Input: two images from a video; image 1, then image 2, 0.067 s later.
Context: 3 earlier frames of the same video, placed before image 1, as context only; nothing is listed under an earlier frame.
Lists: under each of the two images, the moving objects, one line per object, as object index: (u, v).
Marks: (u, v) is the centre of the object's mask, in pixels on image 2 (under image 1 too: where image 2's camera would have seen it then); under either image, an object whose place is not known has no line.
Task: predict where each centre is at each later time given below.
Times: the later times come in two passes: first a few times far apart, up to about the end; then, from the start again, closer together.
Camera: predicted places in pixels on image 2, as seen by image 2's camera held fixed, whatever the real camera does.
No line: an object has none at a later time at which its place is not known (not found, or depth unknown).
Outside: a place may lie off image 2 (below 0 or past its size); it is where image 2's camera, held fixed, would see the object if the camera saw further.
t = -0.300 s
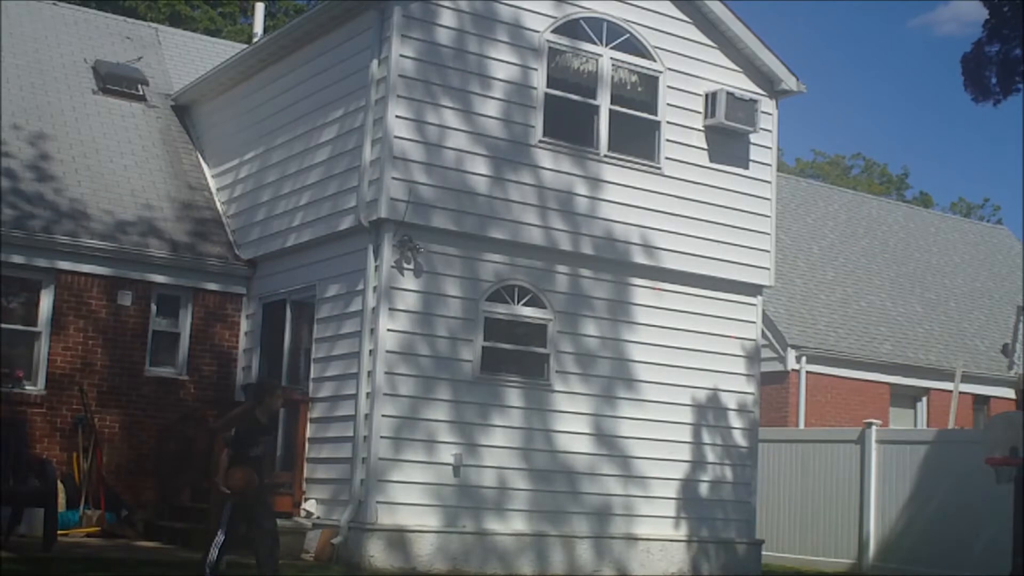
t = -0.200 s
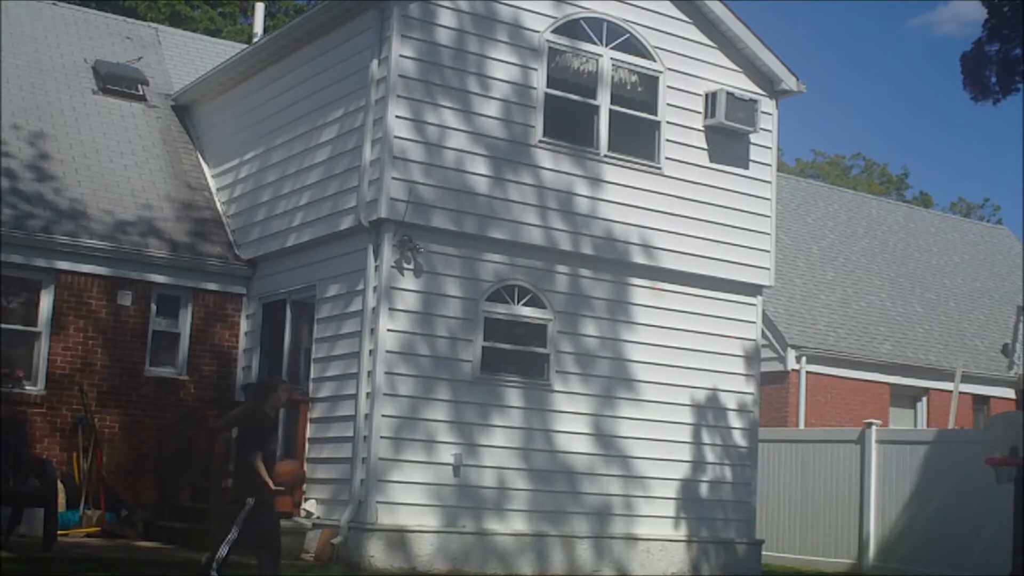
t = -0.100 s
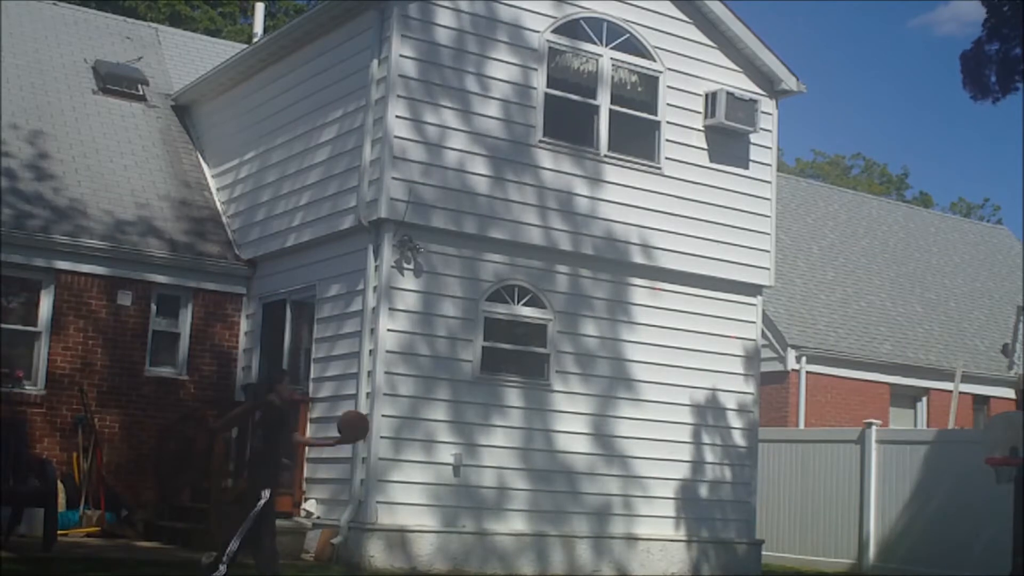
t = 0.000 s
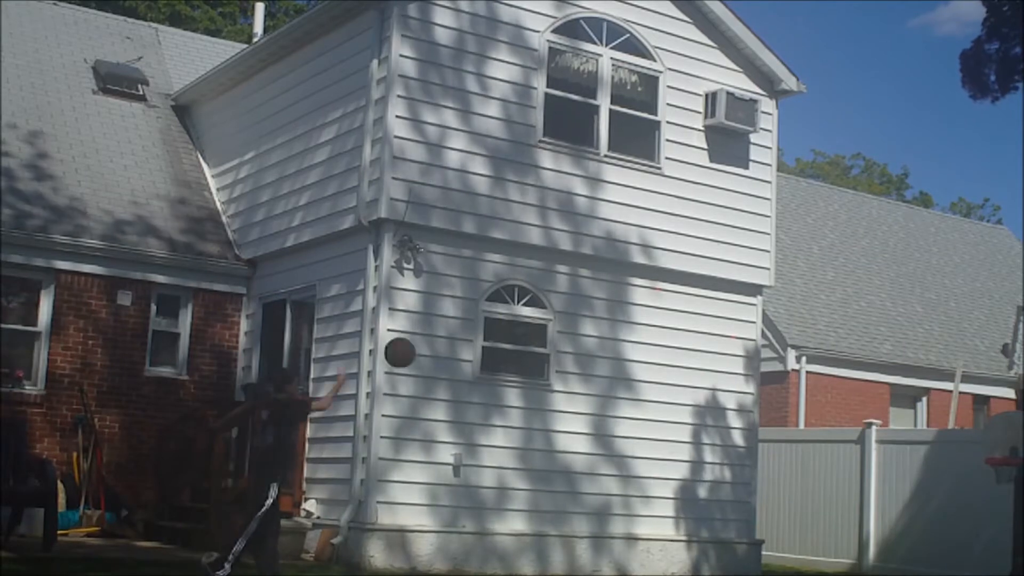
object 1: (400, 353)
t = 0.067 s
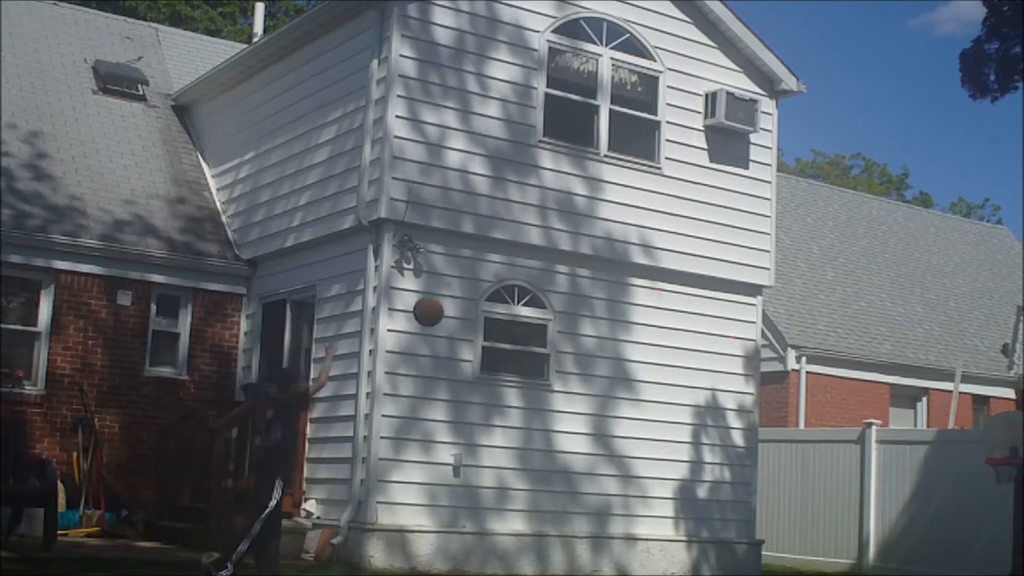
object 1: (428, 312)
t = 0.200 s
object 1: (482, 249)
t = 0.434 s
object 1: (567, 196)
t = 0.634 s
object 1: (631, 203)
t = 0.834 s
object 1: (689, 253)
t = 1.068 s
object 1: (749, 362)
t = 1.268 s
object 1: (797, 497)
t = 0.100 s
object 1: (442, 293)
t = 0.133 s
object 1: (456, 277)
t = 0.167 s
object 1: (469, 262)
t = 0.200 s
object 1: (482, 249)
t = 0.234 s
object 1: (495, 237)
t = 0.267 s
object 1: (507, 227)
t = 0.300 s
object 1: (520, 218)
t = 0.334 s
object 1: (532, 210)
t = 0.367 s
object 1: (544, 205)
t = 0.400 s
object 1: (555, 200)
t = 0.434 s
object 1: (567, 196)
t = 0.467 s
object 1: (578, 194)
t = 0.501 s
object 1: (589, 194)
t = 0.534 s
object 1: (599, 194)
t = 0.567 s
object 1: (610, 196)
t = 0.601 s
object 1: (621, 199)
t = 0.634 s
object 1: (631, 203)
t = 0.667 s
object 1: (641, 209)
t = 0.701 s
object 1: (651, 215)
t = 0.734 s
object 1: (661, 223)
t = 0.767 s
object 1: (670, 232)
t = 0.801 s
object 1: (680, 242)
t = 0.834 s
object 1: (689, 253)
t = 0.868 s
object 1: (698, 265)
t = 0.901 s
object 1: (707, 278)
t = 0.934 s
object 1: (716, 293)
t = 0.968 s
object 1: (725, 309)
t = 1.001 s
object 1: (733, 325)
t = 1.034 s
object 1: (741, 343)
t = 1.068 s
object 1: (749, 362)
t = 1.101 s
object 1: (764, 381)
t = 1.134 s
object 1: (766, 403)
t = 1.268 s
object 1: (797, 497)
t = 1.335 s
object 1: (812, 551)
